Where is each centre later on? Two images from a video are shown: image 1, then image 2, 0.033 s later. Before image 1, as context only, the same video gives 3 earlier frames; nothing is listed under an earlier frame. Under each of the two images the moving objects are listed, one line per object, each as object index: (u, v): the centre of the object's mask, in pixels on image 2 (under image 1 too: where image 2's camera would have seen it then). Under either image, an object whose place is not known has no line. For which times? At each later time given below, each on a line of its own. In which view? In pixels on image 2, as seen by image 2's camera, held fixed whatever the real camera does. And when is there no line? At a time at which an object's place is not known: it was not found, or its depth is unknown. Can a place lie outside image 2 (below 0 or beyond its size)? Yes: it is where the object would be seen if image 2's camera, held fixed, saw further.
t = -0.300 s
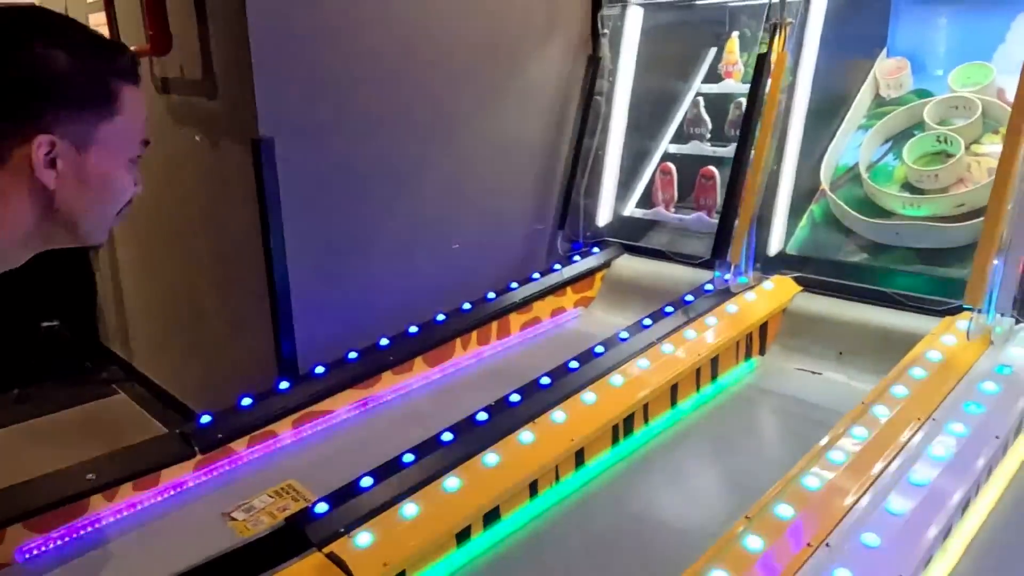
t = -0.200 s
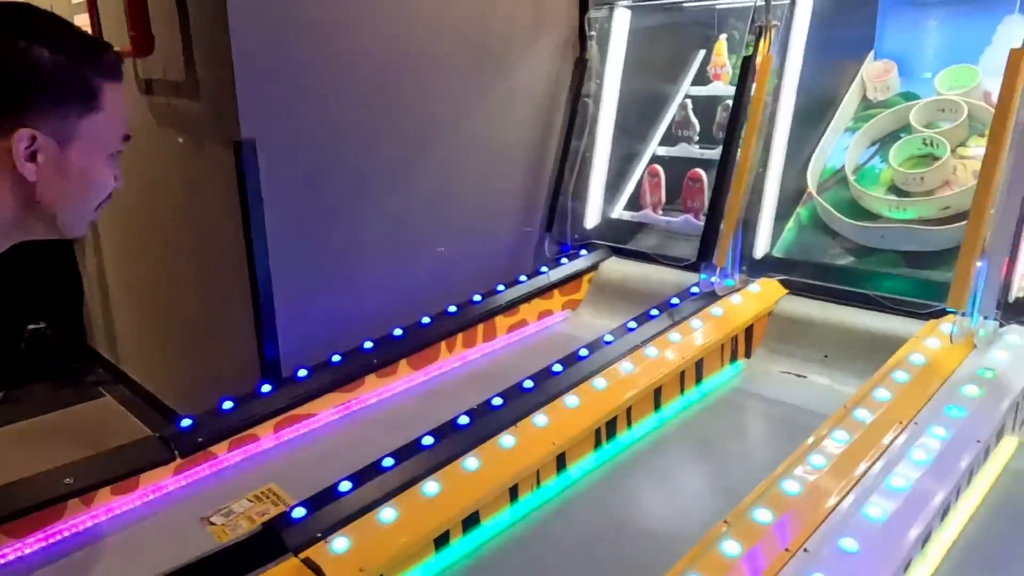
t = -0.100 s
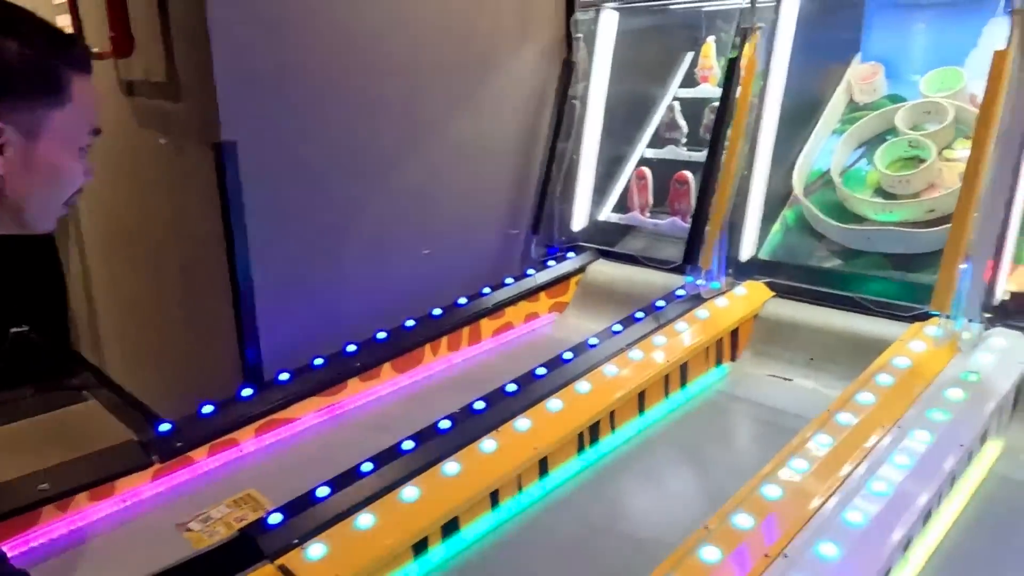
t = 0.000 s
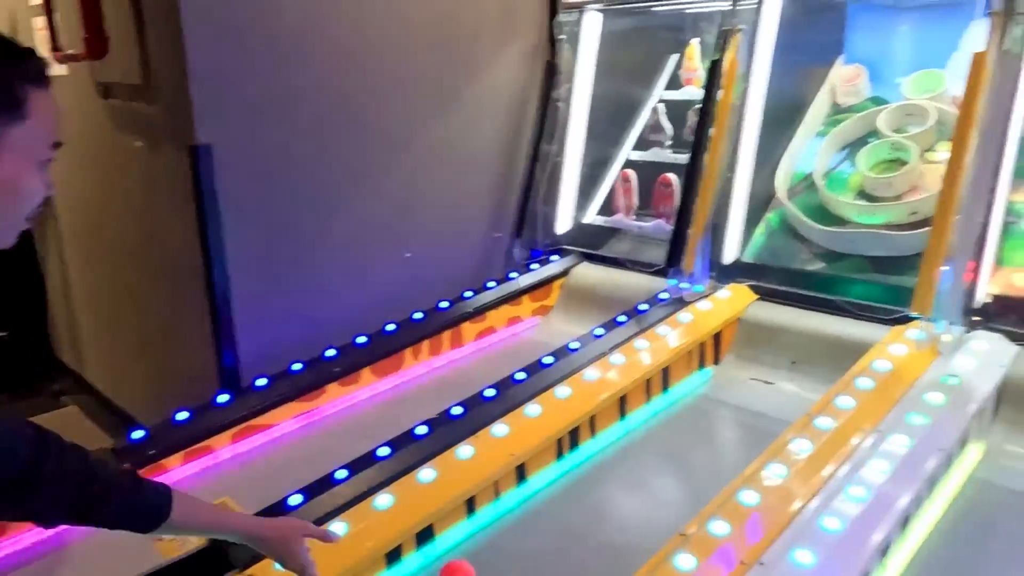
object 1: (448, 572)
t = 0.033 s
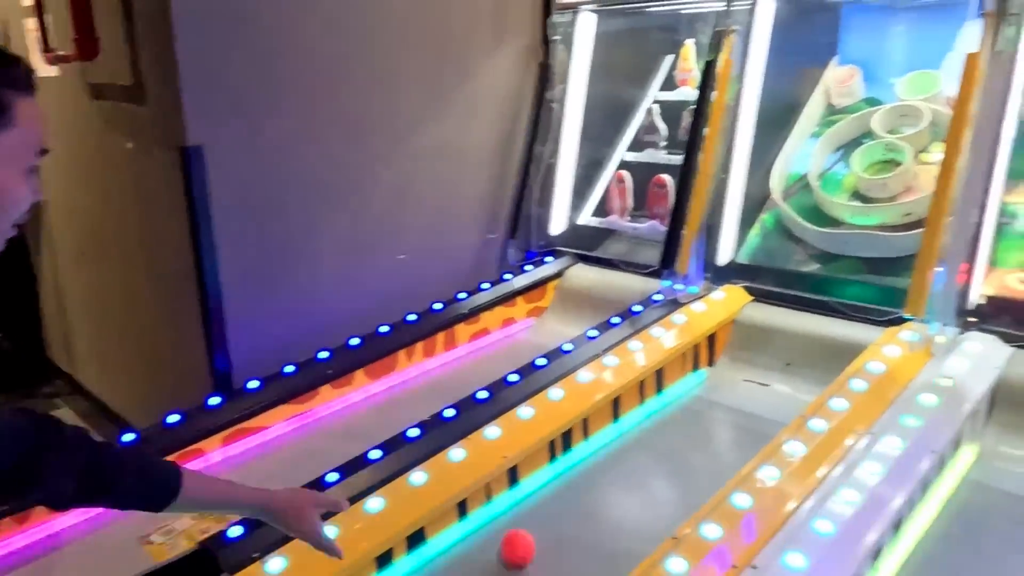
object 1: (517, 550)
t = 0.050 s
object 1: (546, 521)
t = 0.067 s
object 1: (572, 498)
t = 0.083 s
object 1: (597, 476)
